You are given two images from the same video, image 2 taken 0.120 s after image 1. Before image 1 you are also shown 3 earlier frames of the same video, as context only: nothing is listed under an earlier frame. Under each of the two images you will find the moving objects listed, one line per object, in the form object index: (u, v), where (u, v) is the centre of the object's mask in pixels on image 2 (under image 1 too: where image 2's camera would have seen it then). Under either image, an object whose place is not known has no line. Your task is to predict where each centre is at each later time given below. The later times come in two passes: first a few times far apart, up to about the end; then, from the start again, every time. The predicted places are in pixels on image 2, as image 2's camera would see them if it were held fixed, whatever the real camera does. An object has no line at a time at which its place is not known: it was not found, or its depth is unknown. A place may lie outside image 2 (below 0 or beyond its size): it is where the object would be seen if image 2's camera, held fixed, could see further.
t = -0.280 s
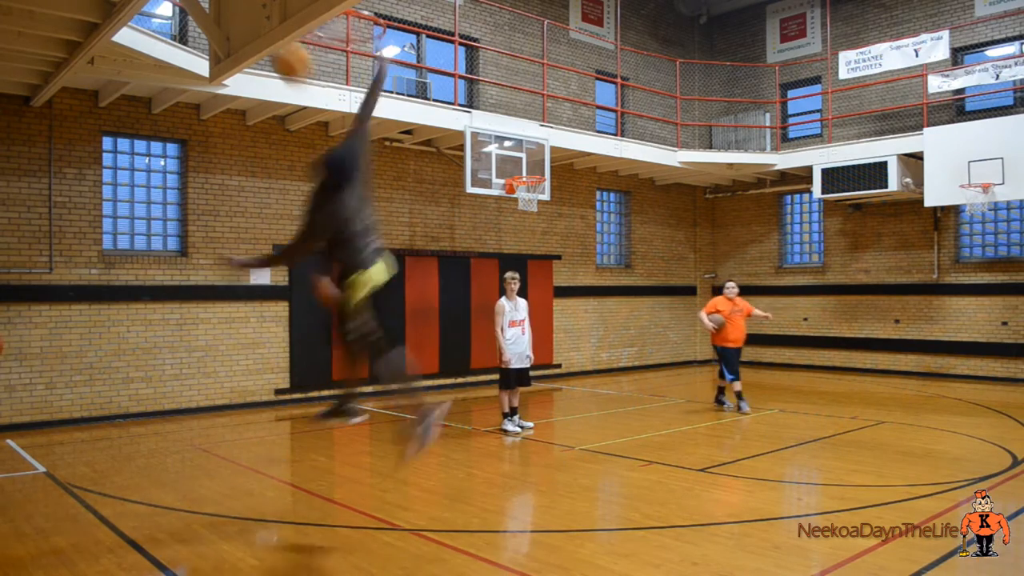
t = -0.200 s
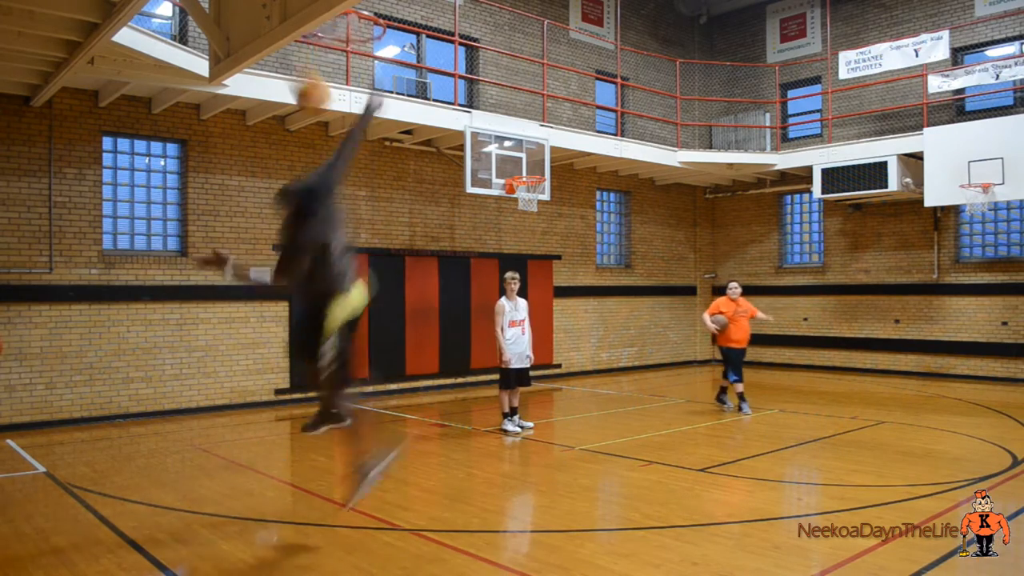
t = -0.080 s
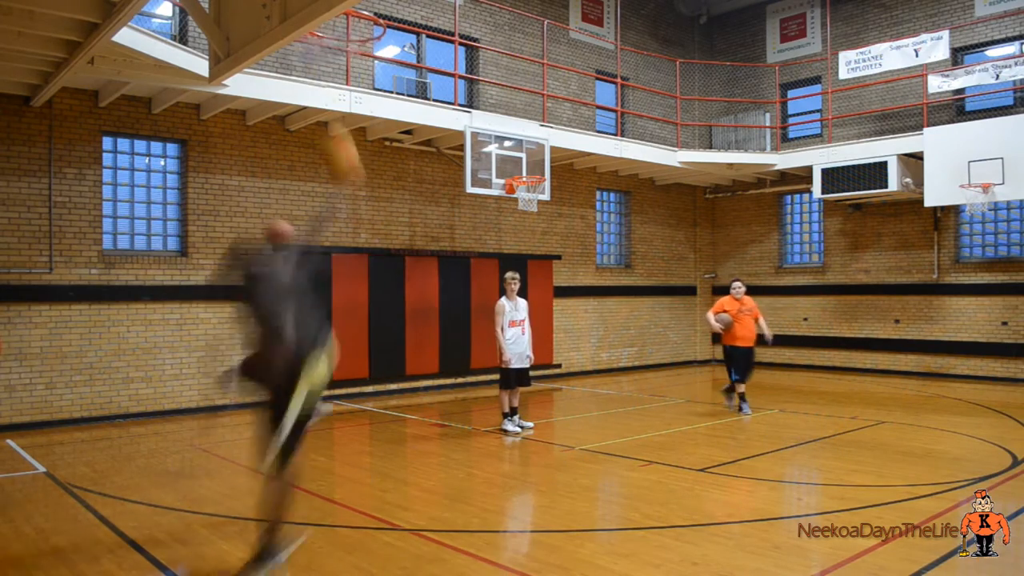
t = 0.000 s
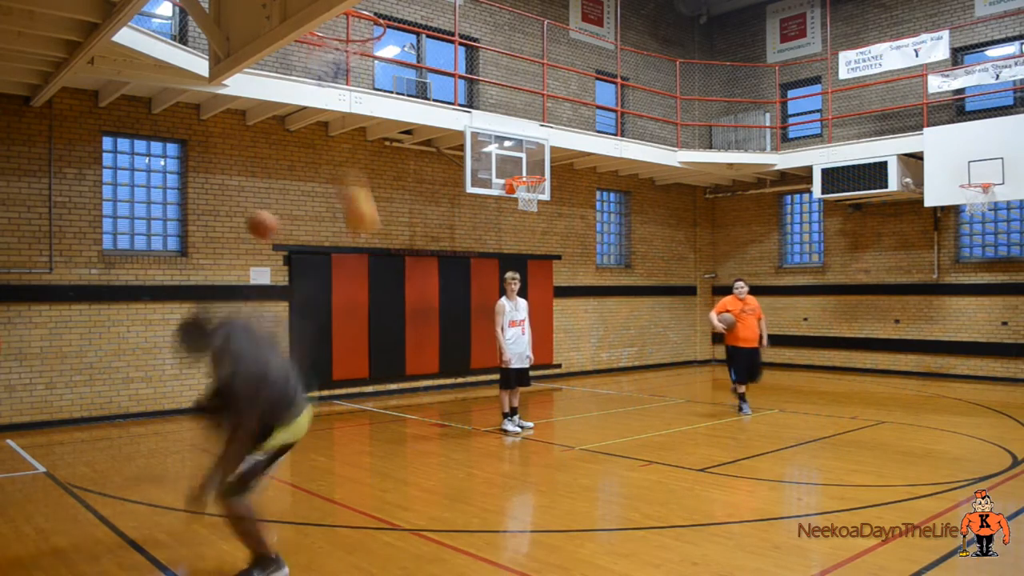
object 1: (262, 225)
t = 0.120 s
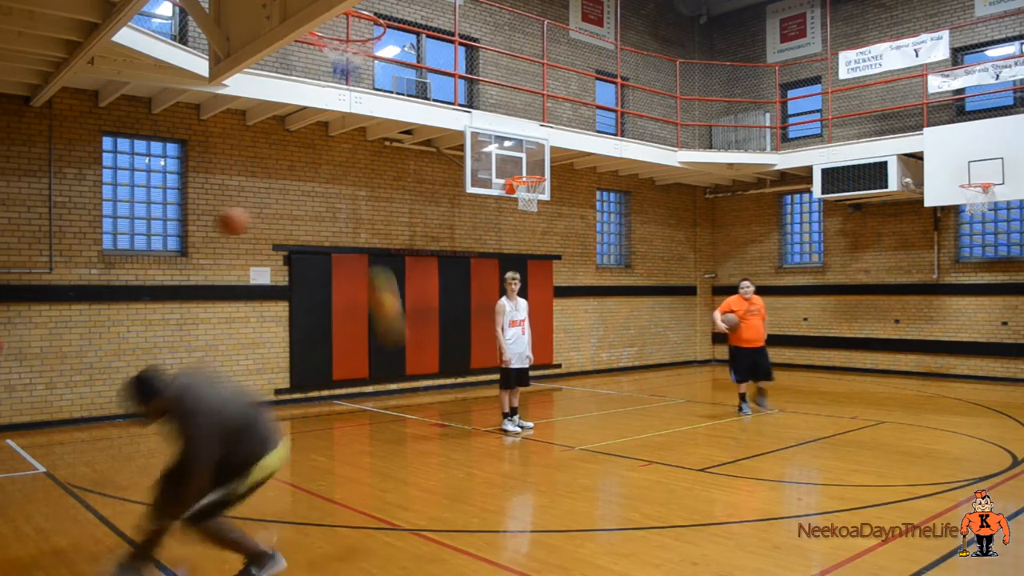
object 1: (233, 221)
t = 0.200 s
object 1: (212, 229)
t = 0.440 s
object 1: (146, 301)
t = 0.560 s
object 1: (111, 366)
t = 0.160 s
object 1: (222, 225)
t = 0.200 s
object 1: (212, 229)
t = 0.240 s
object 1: (203, 235)
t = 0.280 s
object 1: (192, 243)
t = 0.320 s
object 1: (179, 255)
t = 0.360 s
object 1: (167, 270)
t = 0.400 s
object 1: (156, 286)
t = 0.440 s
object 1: (146, 301)
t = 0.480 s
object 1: (135, 323)
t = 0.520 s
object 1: (121, 348)
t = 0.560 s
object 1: (111, 366)
